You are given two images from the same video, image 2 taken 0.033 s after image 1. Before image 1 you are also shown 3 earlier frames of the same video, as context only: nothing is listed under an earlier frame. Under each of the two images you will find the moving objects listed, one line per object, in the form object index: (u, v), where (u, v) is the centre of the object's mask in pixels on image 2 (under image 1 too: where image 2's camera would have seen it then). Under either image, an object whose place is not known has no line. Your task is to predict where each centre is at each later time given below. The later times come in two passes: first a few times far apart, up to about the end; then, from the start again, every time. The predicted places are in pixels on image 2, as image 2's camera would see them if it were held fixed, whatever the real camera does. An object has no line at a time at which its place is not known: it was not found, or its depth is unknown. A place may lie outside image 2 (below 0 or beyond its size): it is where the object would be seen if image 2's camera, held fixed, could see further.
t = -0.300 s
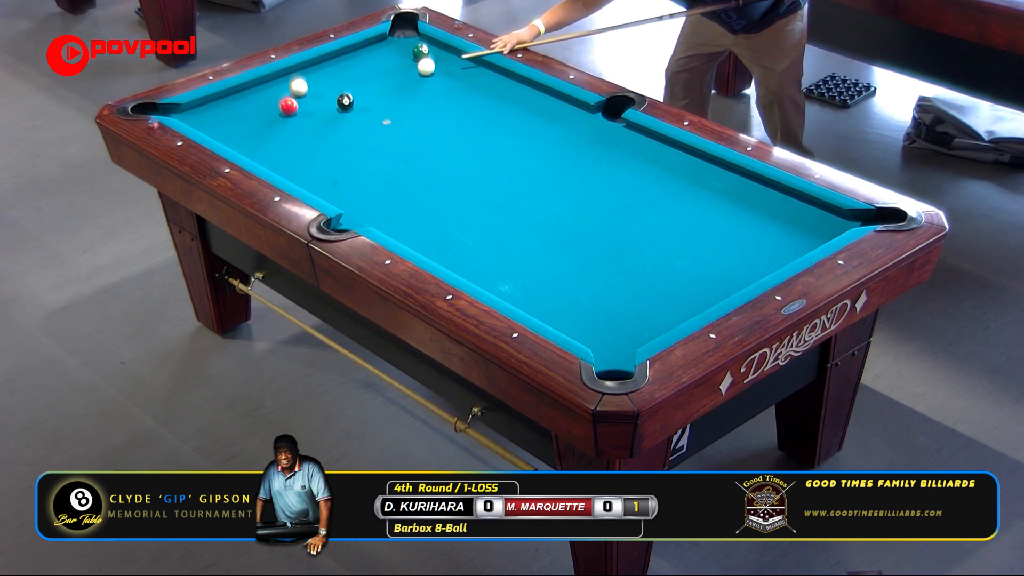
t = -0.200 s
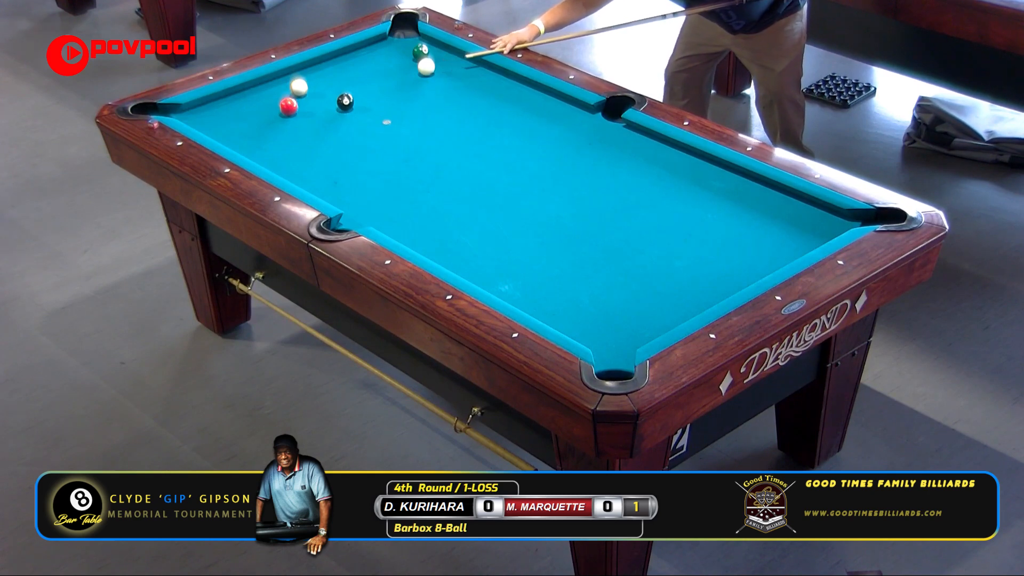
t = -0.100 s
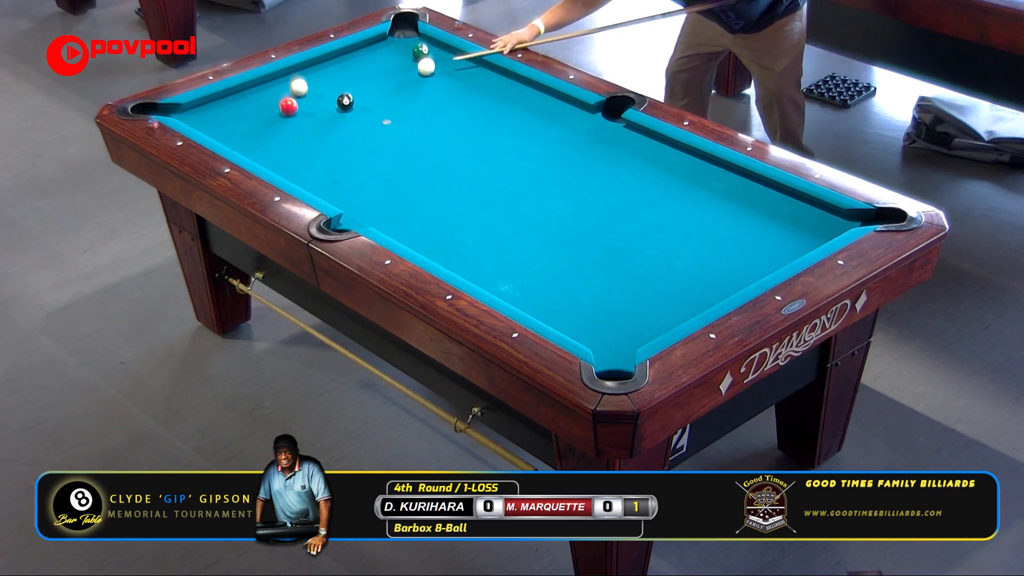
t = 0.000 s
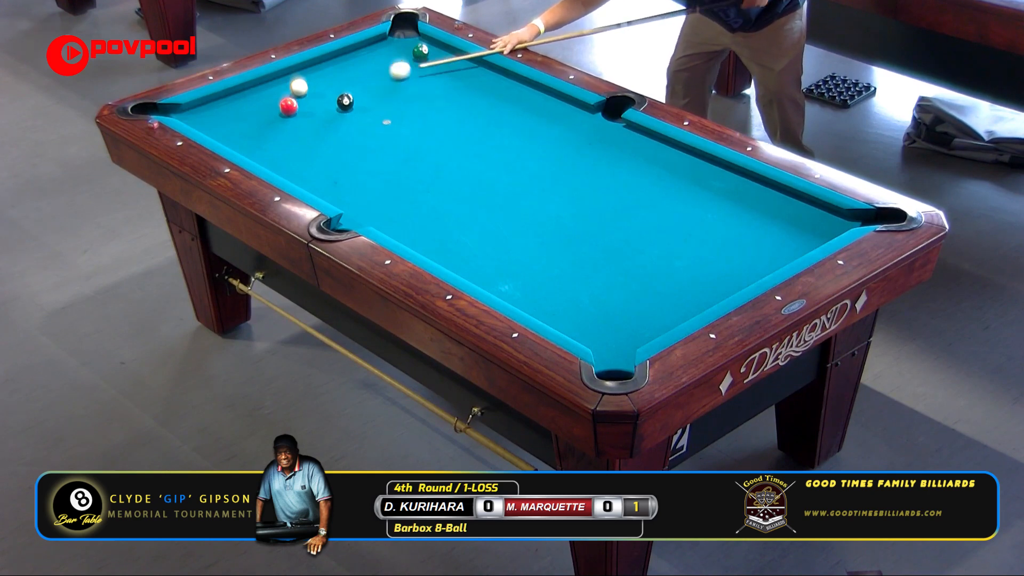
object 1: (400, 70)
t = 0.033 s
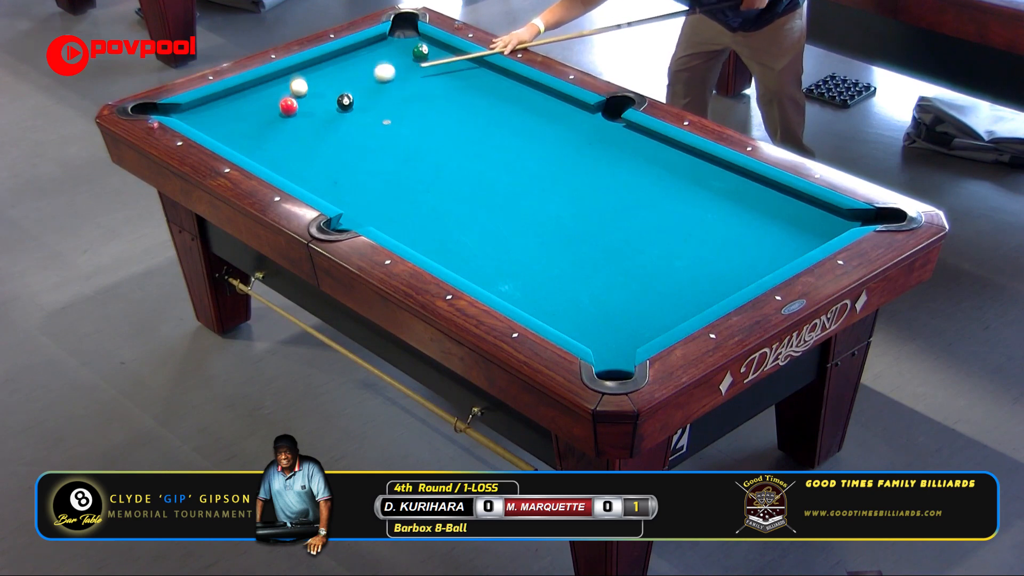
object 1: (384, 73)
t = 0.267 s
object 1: (306, 82)
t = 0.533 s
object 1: (266, 81)
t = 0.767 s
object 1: (251, 95)
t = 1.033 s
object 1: (235, 112)
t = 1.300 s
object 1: (219, 127)
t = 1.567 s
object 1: (226, 134)
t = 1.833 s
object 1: (252, 134)
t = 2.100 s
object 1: (275, 133)
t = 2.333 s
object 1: (294, 133)
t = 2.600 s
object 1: (314, 132)
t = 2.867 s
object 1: (331, 132)
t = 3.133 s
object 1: (347, 131)
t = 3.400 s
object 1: (361, 131)
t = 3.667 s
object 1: (374, 130)
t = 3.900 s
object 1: (383, 129)
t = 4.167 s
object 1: (391, 129)
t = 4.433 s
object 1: (398, 128)
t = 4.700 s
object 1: (403, 128)
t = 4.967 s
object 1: (406, 128)
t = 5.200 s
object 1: (407, 128)
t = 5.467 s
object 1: (408, 128)
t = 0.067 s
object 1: (369, 75)
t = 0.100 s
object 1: (353, 77)
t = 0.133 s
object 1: (338, 80)
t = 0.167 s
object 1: (322, 82)
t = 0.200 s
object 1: (313, 83)
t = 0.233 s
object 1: (310, 82)
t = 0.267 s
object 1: (306, 82)
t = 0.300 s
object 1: (301, 81)
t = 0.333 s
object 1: (296, 81)
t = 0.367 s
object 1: (291, 81)
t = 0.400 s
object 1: (285, 81)
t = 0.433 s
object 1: (279, 80)
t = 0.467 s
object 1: (274, 80)
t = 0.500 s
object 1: (269, 80)
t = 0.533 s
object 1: (266, 81)
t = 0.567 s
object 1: (264, 83)
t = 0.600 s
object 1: (261, 85)
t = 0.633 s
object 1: (259, 87)
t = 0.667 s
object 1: (257, 89)
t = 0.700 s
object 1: (255, 91)
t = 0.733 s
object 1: (253, 93)
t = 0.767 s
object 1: (251, 95)
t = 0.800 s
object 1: (249, 97)
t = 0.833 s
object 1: (247, 99)
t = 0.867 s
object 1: (245, 102)
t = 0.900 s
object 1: (243, 104)
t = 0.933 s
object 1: (241, 105)
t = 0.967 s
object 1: (239, 108)
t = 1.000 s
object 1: (237, 109)
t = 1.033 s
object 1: (235, 112)
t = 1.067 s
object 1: (233, 114)
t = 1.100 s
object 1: (231, 116)
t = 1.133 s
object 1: (229, 118)
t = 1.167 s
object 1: (227, 119)
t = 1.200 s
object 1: (225, 121)
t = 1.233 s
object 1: (223, 123)
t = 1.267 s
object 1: (221, 125)
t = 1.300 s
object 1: (219, 127)
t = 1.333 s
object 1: (217, 129)
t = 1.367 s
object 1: (216, 131)
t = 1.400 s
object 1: (214, 132)
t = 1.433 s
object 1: (214, 133)
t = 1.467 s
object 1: (217, 133)
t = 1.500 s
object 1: (220, 134)
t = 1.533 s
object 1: (223, 134)
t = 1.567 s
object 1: (226, 134)
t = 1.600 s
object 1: (229, 134)
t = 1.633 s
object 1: (233, 134)
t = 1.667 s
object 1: (236, 134)
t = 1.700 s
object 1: (239, 134)
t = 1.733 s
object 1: (242, 134)
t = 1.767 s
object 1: (245, 134)
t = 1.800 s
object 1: (248, 134)
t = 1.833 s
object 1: (252, 134)
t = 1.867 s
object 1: (255, 134)
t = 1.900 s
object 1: (258, 134)
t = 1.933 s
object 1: (261, 134)
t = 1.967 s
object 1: (264, 134)
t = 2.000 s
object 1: (267, 134)
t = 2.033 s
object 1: (269, 133)
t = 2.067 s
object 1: (272, 133)
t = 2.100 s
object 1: (275, 133)
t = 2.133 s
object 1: (278, 133)
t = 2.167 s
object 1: (281, 133)
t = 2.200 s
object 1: (283, 133)
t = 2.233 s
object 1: (286, 133)
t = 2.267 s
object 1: (289, 133)
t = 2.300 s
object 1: (291, 133)
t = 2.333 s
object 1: (294, 133)
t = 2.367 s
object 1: (296, 133)
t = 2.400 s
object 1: (299, 133)
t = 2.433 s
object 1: (301, 133)
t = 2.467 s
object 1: (304, 133)
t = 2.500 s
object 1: (306, 132)
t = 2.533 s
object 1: (309, 132)
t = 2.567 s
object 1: (311, 132)
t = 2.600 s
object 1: (314, 132)
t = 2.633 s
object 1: (316, 132)
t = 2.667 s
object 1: (318, 132)
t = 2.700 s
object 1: (320, 132)
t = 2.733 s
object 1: (323, 132)
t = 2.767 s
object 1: (325, 132)
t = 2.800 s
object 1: (327, 132)
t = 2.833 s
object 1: (329, 132)
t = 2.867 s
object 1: (331, 132)
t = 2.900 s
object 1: (333, 132)
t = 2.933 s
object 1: (335, 132)
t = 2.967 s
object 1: (337, 132)
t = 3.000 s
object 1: (339, 131)
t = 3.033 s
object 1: (342, 131)
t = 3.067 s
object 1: (343, 131)
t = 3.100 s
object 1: (345, 131)
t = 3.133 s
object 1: (347, 131)
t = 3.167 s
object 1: (349, 131)
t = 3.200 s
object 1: (351, 131)
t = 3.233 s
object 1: (353, 131)
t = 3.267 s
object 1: (354, 131)
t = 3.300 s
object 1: (356, 131)
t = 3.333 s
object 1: (358, 131)
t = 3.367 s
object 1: (359, 131)
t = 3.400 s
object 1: (361, 131)
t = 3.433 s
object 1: (363, 130)
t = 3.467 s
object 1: (364, 130)
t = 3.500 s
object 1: (366, 130)
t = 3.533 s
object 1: (367, 130)
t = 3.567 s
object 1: (369, 130)
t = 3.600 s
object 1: (370, 130)
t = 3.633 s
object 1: (372, 130)
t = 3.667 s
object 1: (374, 130)
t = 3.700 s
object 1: (375, 130)
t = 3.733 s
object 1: (376, 130)
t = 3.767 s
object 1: (377, 130)
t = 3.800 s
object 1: (379, 130)
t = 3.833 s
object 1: (380, 130)
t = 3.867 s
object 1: (381, 129)
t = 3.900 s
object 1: (383, 129)
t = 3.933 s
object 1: (384, 129)
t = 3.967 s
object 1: (385, 129)
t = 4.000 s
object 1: (386, 129)
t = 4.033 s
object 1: (387, 129)
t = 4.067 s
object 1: (388, 129)
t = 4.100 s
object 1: (389, 129)
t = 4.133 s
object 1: (390, 129)
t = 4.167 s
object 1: (391, 129)
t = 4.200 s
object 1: (392, 129)
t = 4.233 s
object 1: (393, 129)
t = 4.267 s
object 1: (394, 129)
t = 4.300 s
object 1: (395, 129)
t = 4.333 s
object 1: (395, 128)
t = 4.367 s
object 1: (396, 129)
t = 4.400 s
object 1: (397, 128)
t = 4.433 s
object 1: (398, 128)
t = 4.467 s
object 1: (399, 128)
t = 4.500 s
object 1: (399, 128)
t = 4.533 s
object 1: (400, 128)
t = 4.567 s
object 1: (401, 128)
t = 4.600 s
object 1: (401, 128)
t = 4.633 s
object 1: (402, 128)
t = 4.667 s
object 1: (402, 128)
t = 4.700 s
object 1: (403, 128)
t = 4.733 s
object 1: (403, 128)
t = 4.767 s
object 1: (404, 128)
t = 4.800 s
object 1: (404, 128)
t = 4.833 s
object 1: (404, 128)
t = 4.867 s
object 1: (405, 128)
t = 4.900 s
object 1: (405, 128)
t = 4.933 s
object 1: (406, 128)
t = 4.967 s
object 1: (406, 128)
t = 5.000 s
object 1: (406, 128)
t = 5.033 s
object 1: (406, 128)
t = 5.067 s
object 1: (406, 128)
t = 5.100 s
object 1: (406, 128)
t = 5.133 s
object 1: (407, 128)
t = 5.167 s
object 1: (407, 128)
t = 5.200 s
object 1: (407, 128)
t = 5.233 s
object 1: (407, 128)
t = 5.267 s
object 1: (407, 128)
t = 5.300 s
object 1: (407, 128)
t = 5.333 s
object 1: (407, 128)
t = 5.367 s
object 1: (408, 128)
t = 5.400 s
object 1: (408, 128)
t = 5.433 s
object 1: (408, 128)
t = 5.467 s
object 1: (408, 128)
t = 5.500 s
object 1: (408, 128)
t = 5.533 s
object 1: (408, 128)
